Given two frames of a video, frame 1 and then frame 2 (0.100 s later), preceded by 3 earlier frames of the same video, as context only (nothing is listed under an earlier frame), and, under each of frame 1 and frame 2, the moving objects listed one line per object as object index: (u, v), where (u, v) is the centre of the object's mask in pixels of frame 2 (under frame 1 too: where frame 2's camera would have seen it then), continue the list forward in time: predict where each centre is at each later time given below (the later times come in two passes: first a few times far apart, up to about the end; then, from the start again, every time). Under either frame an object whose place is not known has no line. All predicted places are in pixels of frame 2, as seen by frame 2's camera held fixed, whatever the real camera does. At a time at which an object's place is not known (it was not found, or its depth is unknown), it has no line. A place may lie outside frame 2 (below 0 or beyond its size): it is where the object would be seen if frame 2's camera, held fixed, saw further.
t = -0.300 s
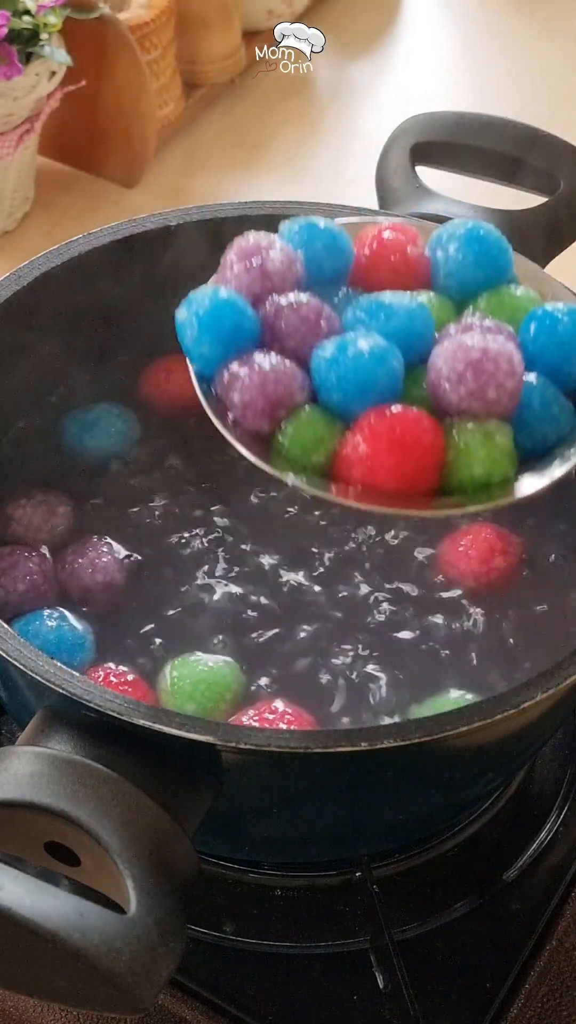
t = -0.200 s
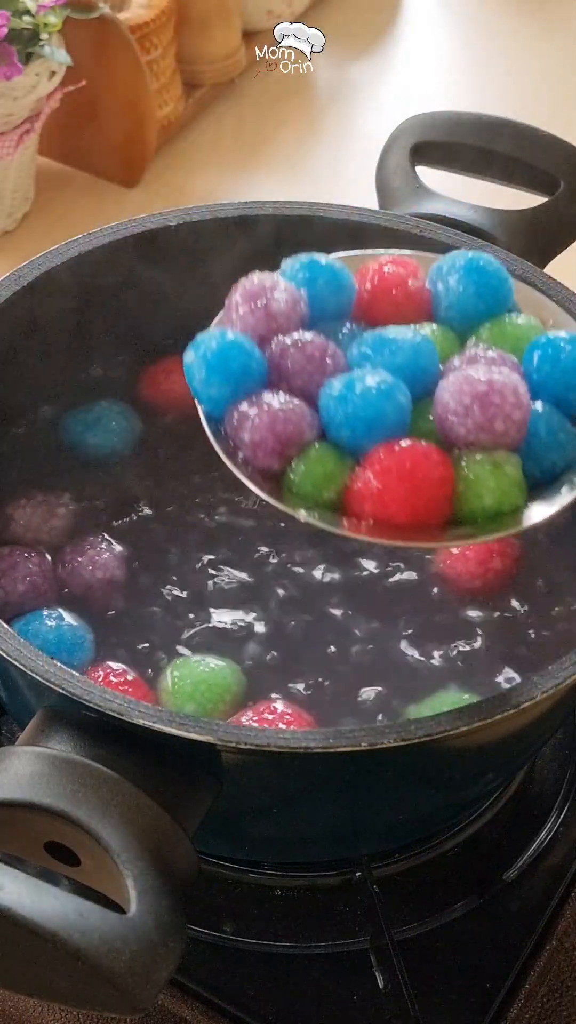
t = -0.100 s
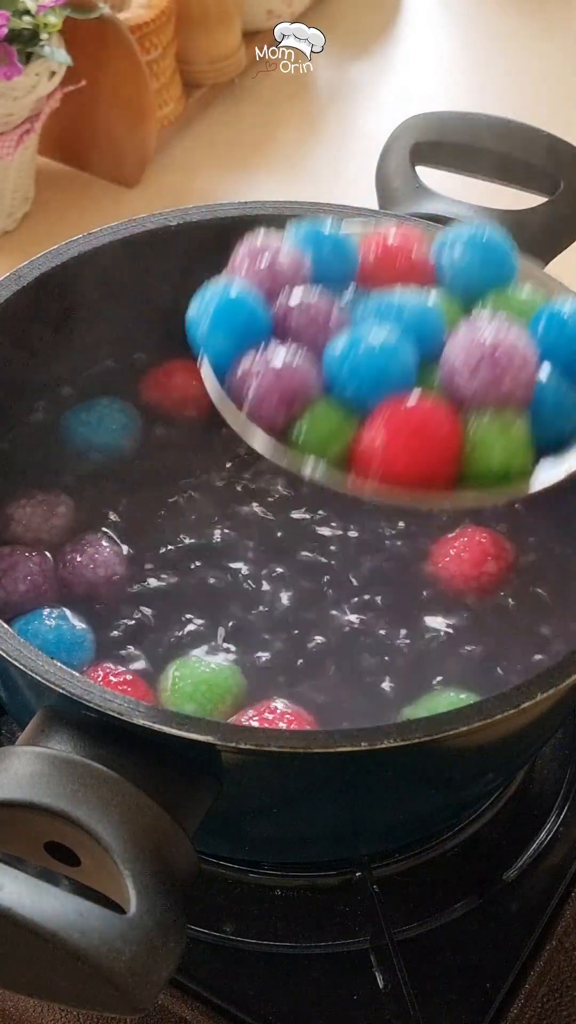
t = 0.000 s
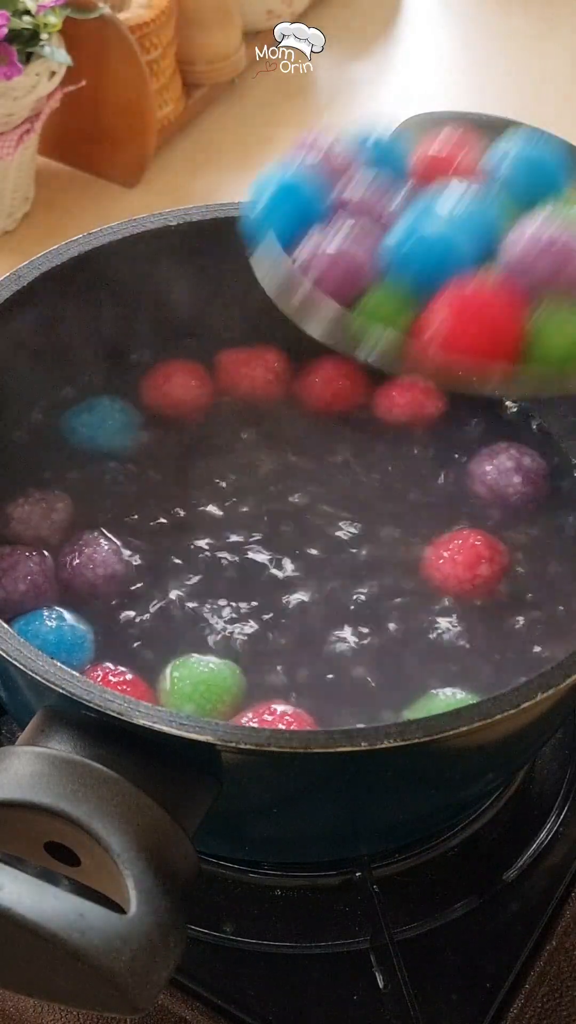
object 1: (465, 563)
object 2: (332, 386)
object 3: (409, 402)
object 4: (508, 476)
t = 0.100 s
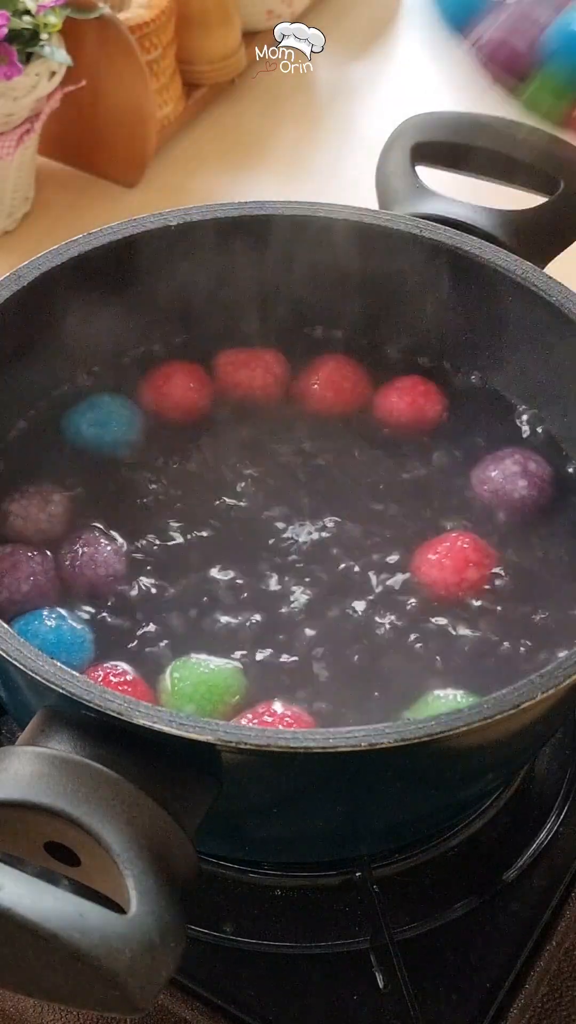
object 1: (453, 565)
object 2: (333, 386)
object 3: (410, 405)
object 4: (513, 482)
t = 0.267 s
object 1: (436, 569)
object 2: (331, 388)
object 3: (412, 406)
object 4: (521, 494)
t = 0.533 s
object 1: (401, 564)
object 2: (329, 392)
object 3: (422, 406)
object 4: (536, 516)
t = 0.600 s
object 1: (393, 560)
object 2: (329, 394)
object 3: (424, 407)
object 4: (537, 522)
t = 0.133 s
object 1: (450, 568)
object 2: (332, 387)
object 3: (410, 405)
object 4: (513, 483)
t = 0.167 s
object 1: (446, 568)
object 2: (332, 386)
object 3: (411, 405)
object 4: (517, 486)
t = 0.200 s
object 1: (444, 568)
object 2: (331, 388)
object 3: (410, 406)
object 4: (517, 488)
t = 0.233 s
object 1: (440, 568)
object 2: (332, 387)
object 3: (411, 405)
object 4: (520, 491)
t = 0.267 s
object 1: (436, 569)
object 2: (331, 388)
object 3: (412, 406)
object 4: (521, 494)
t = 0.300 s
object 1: (429, 570)
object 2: (330, 389)
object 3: (413, 405)
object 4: (525, 496)
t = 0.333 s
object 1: (428, 570)
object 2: (330, 388)
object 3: (413, 405)
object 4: (525, 497)
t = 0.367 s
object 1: (422, 570)
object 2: (329, 389)
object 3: (414, 407)
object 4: (529, 502)
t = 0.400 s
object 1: (420, 568)
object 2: (329, 389)
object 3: (417, 406)
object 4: (530, 503)
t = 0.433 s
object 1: (414, 568)
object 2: (330, 389)
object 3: (420, 405)
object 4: (532, 508)
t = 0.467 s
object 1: (411, 567)
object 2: (330, 390)
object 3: (420, 406)
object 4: (534, 510)
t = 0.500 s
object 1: (407, 564)
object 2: (330, 391)
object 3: (421, 406)
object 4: (535, 514)
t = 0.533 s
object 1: (401, 564)
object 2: (329, 392)
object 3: (422, 406)
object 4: (536, 516)
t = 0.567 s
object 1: (395, 564)
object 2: (329, 394)
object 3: (423, 406)
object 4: (536, 519)
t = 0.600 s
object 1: (393, 560)
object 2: (329, 394)
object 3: (424, 407)
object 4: (537, 522)
